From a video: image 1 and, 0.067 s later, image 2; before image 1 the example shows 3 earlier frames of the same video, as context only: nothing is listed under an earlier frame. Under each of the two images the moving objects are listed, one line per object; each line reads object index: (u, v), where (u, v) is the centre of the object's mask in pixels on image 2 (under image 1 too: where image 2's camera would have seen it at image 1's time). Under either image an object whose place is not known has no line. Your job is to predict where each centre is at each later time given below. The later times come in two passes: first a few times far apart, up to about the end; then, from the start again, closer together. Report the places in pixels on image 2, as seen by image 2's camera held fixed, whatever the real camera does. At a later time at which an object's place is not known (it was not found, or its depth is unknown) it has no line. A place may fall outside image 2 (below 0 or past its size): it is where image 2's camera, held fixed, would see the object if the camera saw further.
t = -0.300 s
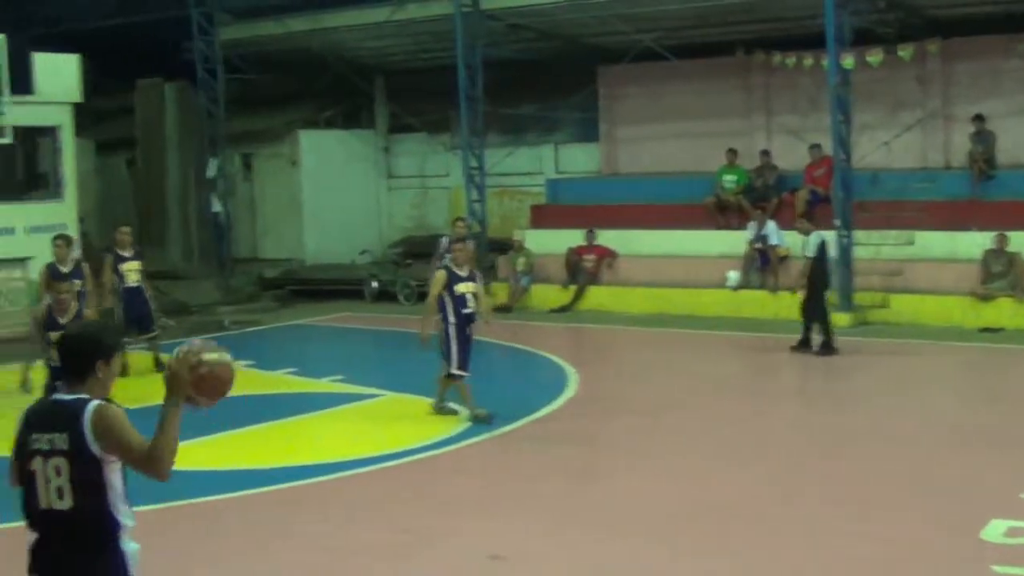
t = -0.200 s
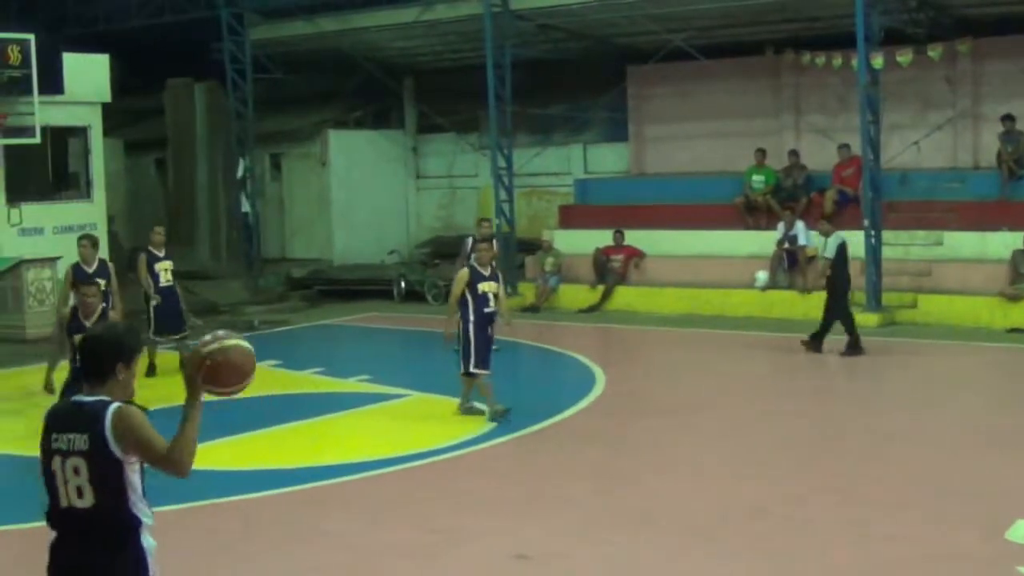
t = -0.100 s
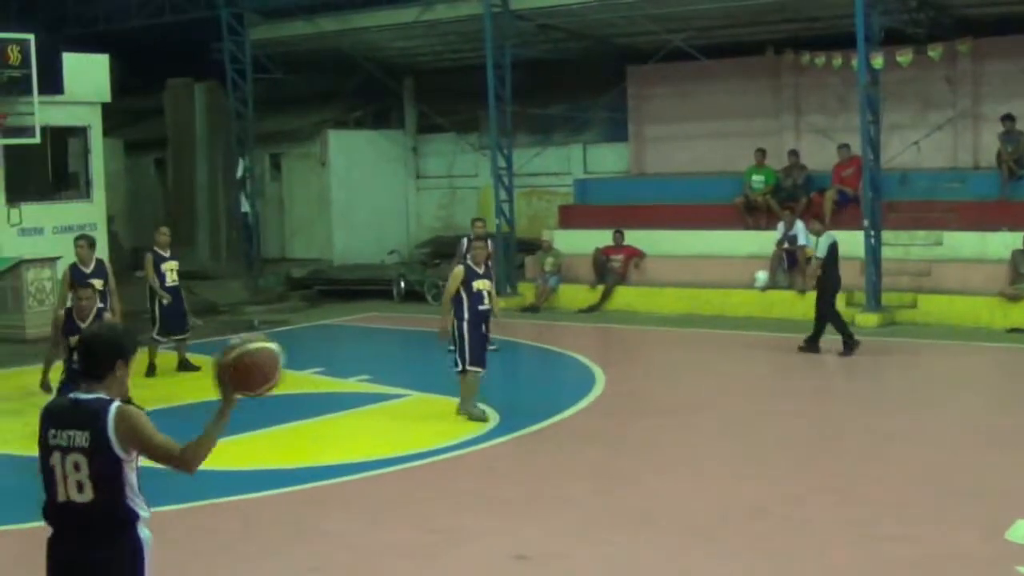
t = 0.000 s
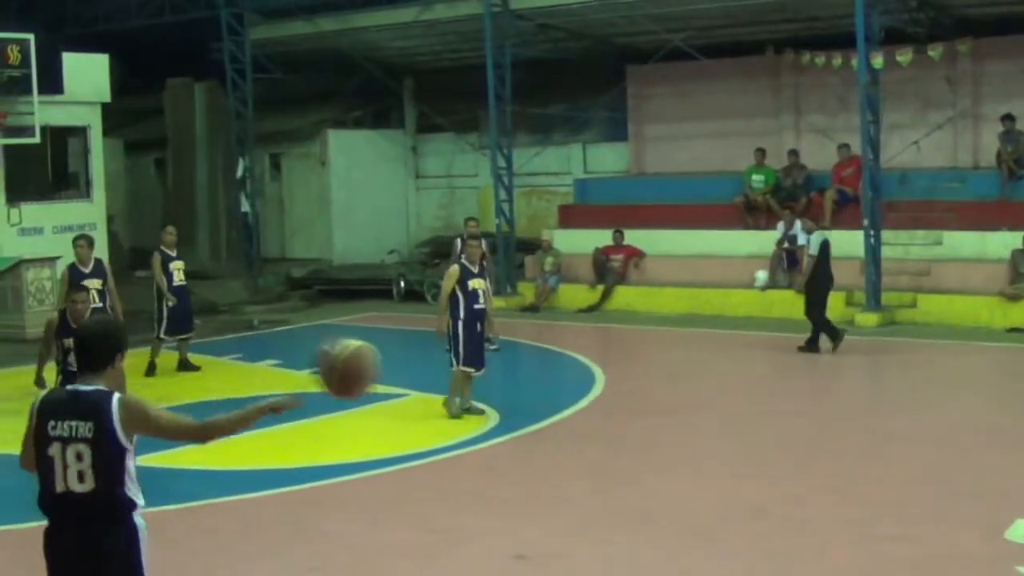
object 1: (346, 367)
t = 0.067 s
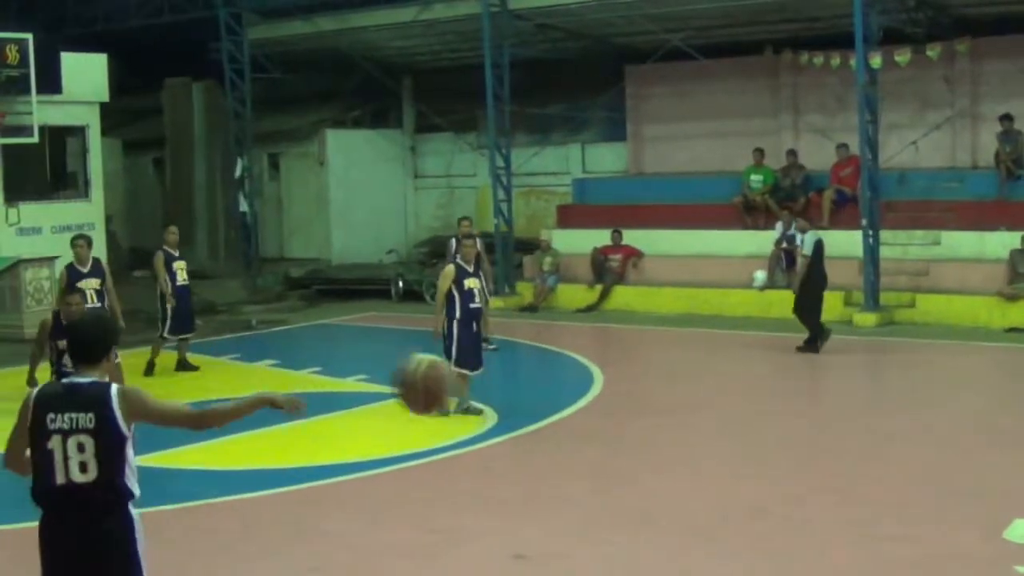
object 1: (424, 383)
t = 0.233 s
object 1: (608, 466)
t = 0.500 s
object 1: (832, 570)
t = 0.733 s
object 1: (911, 431)
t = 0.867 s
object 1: (956, 391)
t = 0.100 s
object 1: (461, 395)
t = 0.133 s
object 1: (502, 409)
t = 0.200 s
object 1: (574, 448)
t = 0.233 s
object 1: (608, 466)
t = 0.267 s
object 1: (643, 489)
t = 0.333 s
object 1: (707, 539)
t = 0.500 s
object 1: (832, 570)
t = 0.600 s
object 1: (867, 510)
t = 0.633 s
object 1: (878, 486)
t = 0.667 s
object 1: (890, 465)
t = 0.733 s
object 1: (911, 431)
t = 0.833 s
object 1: (945, 398)
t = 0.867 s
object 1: (956, 391)
